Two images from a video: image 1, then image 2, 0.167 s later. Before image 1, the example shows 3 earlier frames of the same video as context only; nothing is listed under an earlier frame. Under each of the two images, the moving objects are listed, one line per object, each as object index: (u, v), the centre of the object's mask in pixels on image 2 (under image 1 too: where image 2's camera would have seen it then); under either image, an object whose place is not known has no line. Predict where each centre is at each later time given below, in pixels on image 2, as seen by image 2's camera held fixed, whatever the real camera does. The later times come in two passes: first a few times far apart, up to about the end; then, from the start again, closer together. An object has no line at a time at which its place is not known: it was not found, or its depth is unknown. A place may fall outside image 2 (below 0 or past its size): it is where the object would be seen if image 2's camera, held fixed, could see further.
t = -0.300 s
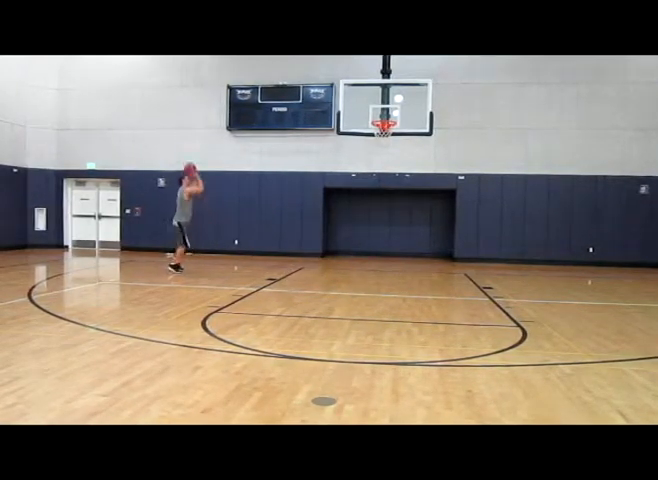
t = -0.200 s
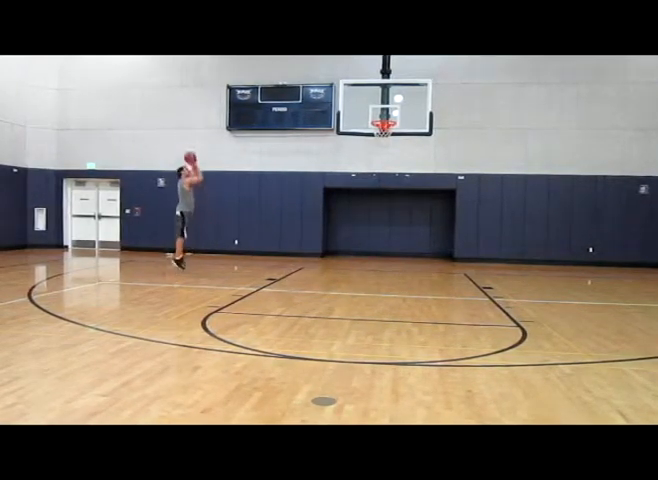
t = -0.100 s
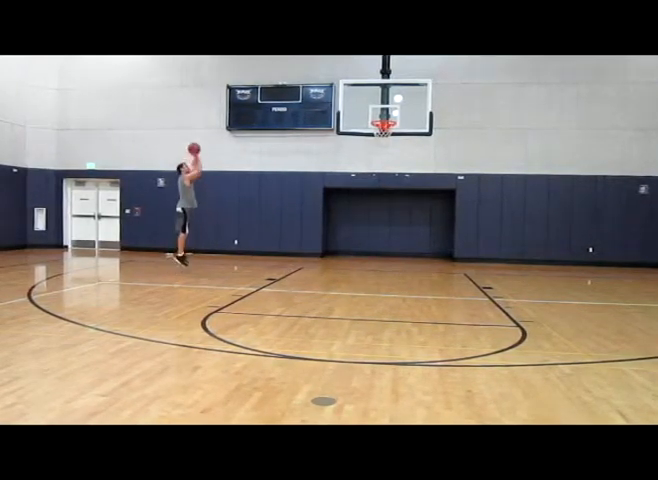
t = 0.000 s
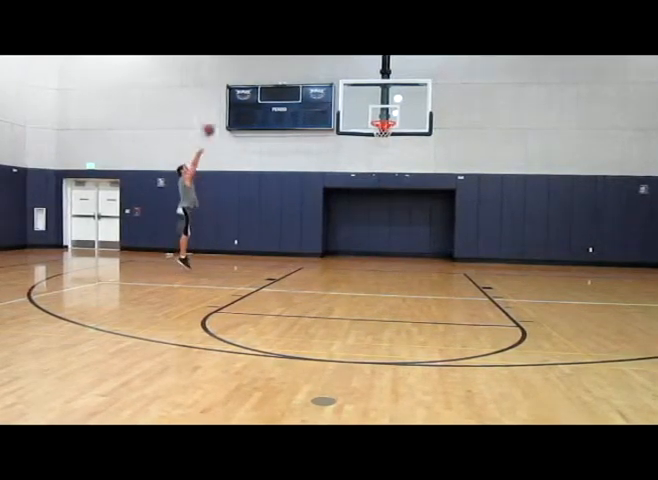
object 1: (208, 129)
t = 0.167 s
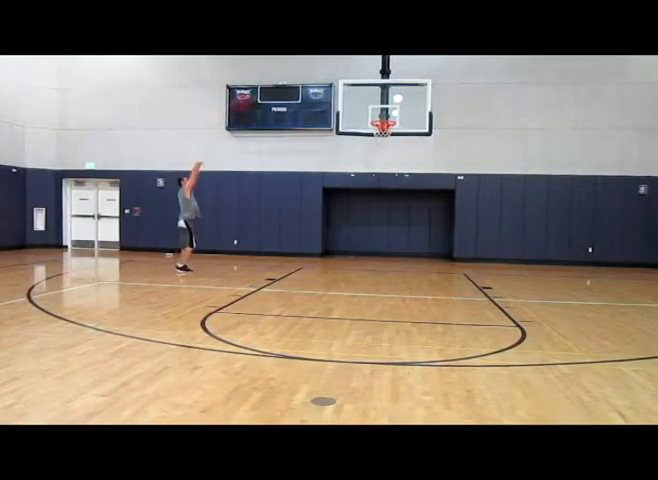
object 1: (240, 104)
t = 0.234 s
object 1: (257, 91)
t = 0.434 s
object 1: (299, 81)
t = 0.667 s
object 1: (348, 94)
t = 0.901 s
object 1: (390, 132)
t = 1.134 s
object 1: (390, 158)
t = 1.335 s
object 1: (388, 198)
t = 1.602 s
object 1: (386, 268)
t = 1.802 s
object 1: (376, 222)
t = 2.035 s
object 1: (363, 197)
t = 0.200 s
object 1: (250, 98)
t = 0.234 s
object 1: (257, 91)
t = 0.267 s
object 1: (265, 91)
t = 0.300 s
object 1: (270, 87)
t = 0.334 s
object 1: (279, 84)
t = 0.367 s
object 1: (285, 82)
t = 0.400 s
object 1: (292, 82)
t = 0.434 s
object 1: (299, 81)
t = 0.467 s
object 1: (305, 81)
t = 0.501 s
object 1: (312, 81)
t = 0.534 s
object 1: (319, 82)
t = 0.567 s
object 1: (326, 83)
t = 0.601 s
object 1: (333, 86)
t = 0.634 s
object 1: (341, 90)
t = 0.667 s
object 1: (348, 94)
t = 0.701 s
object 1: (354, 97)
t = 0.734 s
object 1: (360, 102)
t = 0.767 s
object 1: (367, 107)
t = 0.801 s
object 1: (374, 112)
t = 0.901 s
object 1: (390, 132)
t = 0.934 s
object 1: (391, 136)
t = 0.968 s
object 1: (392, 138)
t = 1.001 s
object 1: (392, 140)
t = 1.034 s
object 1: (391, 144)
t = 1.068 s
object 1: (391, 148)
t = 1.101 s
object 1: (391, 152)
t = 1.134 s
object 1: (390, 158)
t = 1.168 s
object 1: (390, 163)
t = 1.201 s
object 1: (389, 169)
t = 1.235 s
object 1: (389, 180)
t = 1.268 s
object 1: (389, 183)
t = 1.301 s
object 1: (388, 191)
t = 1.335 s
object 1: (388, 198)
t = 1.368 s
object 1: (388, 207)
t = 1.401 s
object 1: (388, 217)
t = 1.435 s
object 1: (387, 227)
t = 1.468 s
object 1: (387, 238)
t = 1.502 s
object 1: (387, 249)
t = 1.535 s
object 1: (386, 258)
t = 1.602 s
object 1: (386, 268)
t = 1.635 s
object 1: (384, 257)
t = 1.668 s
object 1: (383, 249)
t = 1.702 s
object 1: (382, 241)
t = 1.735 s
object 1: (379, 236)
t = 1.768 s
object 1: (377, 227)
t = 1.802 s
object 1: (376, 222)
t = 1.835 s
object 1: (375, 217)
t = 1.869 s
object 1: (373, 212)
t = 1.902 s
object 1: (371, 209)
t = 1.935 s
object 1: (370, 205)
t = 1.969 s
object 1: (367, 201)
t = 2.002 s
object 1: (364, 198)
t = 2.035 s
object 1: (363, 197)
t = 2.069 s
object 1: (362, 196)
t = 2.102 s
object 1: (358, 194)
